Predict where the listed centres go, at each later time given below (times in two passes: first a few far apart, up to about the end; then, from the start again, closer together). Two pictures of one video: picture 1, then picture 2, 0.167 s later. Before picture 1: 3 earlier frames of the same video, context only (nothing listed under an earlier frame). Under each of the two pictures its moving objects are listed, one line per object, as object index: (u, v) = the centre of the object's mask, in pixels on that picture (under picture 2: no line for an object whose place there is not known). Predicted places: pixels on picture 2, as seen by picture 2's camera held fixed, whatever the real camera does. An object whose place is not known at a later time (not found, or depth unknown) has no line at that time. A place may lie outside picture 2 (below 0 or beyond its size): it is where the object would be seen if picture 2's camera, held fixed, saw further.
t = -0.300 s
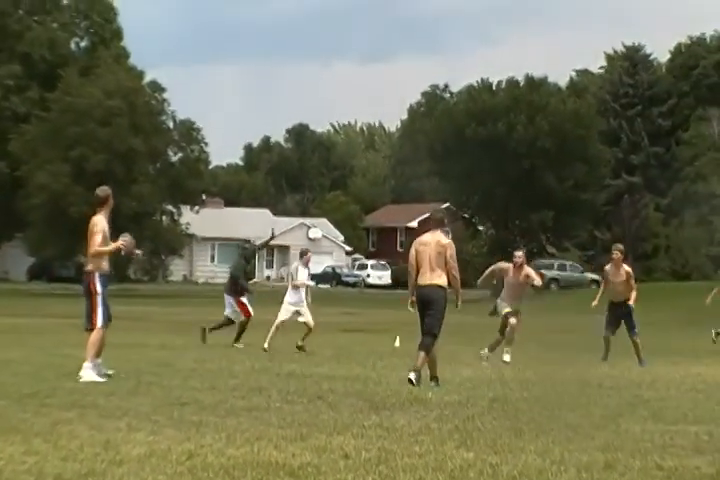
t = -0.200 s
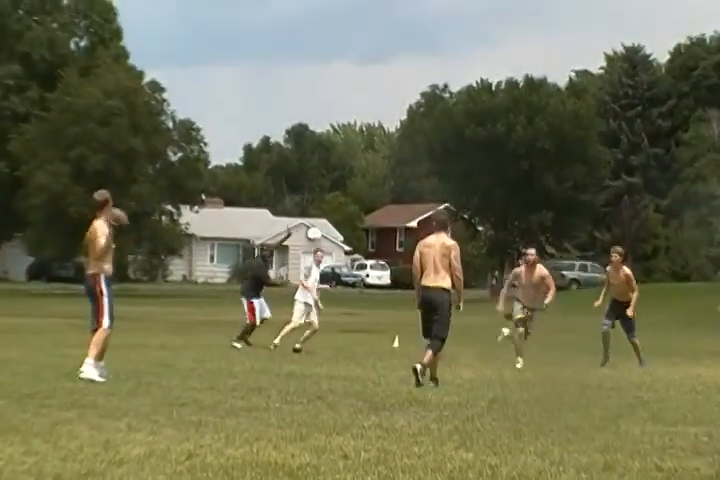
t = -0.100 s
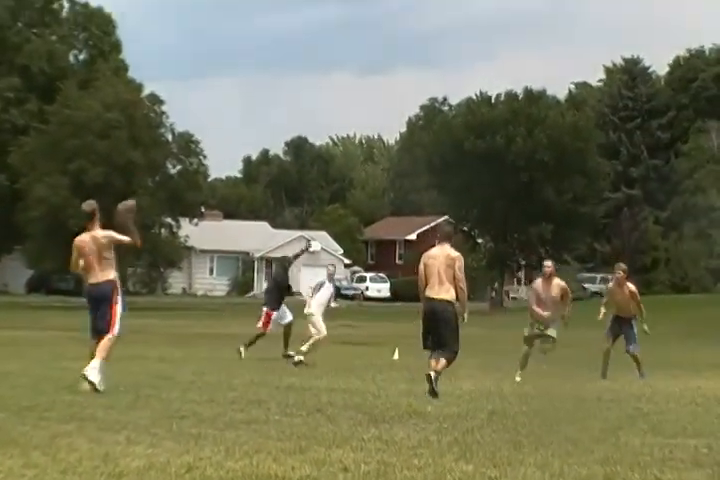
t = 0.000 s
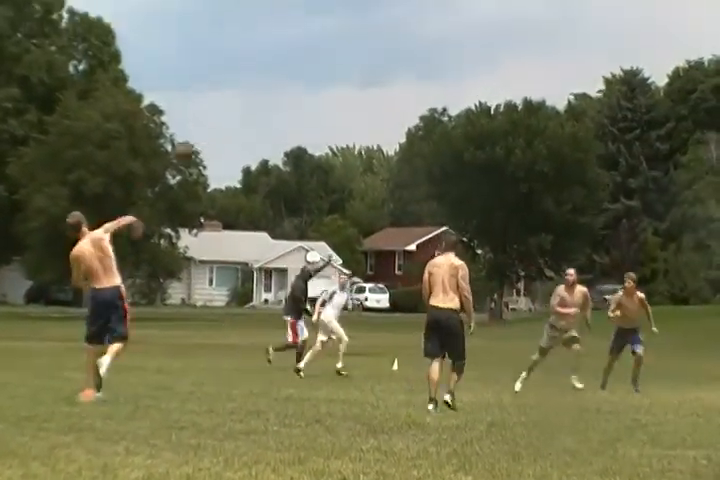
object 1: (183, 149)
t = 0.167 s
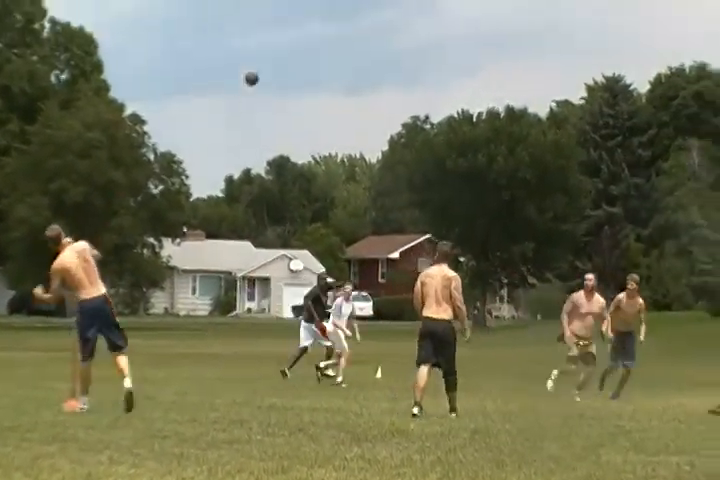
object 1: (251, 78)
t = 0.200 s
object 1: (266, 67)
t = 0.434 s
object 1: (363, 23)
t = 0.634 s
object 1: (429, 27)
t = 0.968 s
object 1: (513, 90)
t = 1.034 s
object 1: (526, 108)
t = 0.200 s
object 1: (266, 67)
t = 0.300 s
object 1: (311, 40)
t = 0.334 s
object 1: (324, 34)
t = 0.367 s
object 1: (338, 28)
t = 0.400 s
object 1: (351, 25)
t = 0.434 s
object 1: (363, 23)
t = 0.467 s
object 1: (374, 21)
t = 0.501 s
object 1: (386, 20)
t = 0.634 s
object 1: (429, 27)
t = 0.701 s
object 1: (449, 35)
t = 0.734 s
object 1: (457, 39)
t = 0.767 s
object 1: (466, 44)
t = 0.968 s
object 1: (513, 90)
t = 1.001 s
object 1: (520, 100)
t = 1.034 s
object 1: (526, 108)
